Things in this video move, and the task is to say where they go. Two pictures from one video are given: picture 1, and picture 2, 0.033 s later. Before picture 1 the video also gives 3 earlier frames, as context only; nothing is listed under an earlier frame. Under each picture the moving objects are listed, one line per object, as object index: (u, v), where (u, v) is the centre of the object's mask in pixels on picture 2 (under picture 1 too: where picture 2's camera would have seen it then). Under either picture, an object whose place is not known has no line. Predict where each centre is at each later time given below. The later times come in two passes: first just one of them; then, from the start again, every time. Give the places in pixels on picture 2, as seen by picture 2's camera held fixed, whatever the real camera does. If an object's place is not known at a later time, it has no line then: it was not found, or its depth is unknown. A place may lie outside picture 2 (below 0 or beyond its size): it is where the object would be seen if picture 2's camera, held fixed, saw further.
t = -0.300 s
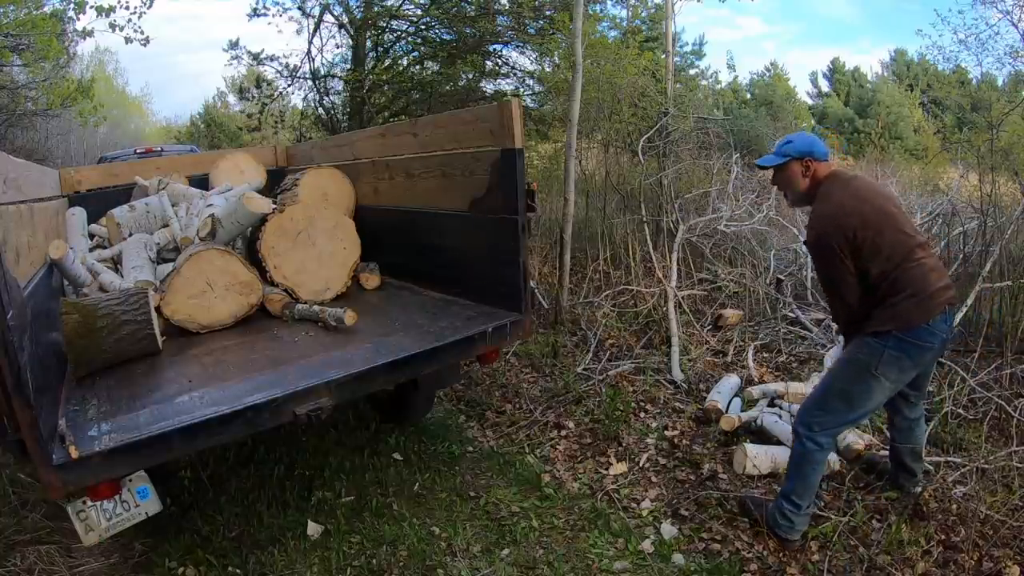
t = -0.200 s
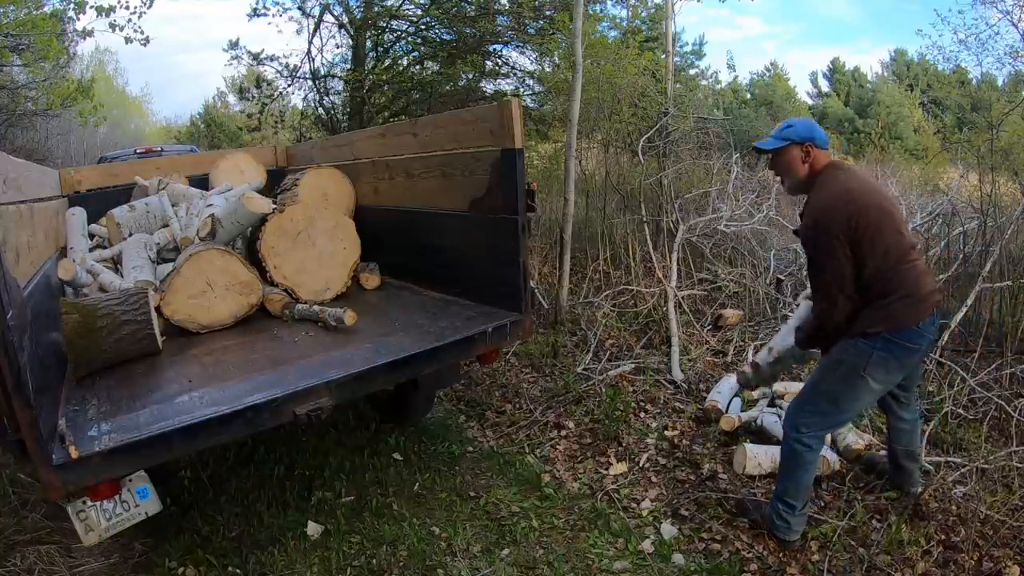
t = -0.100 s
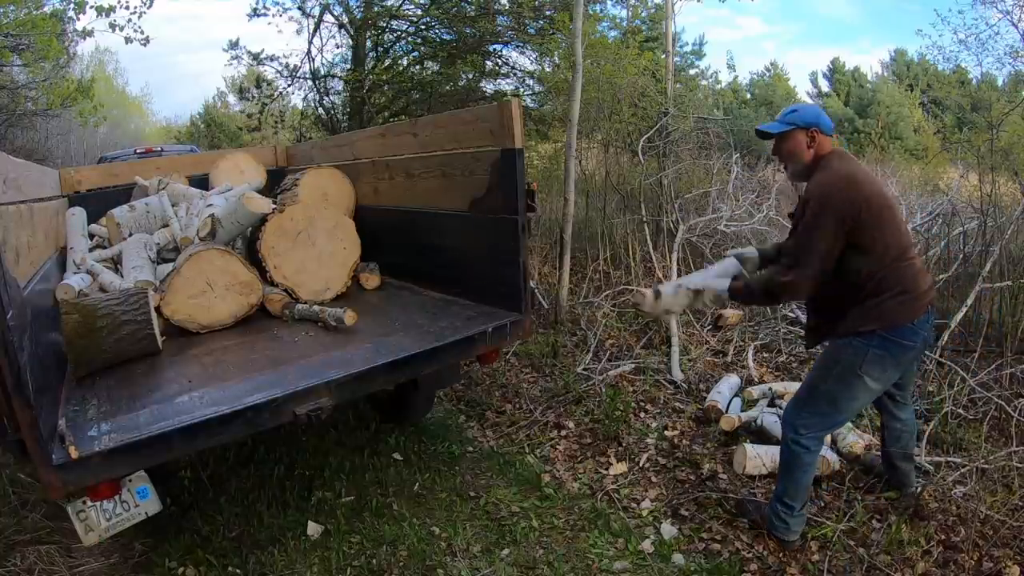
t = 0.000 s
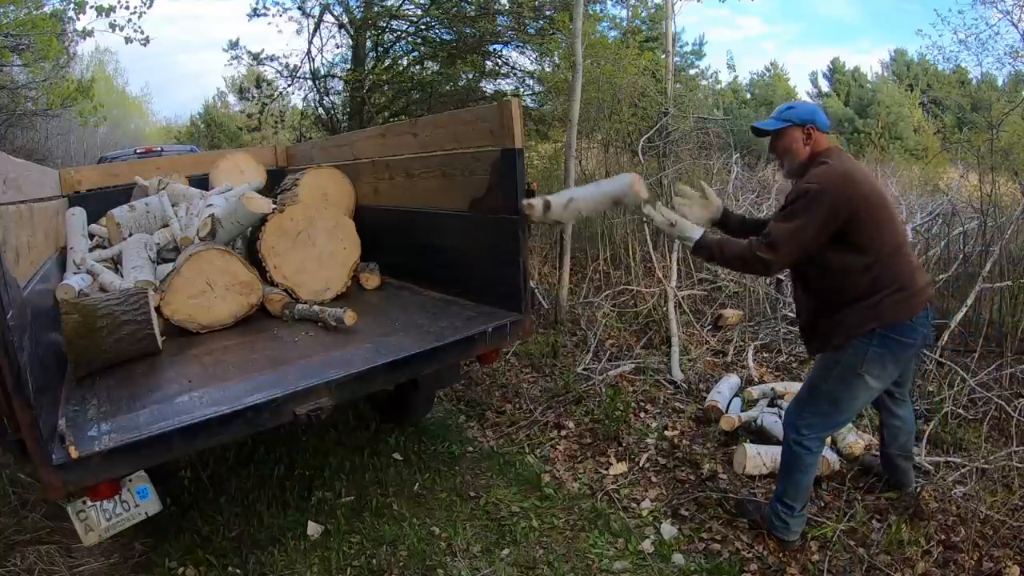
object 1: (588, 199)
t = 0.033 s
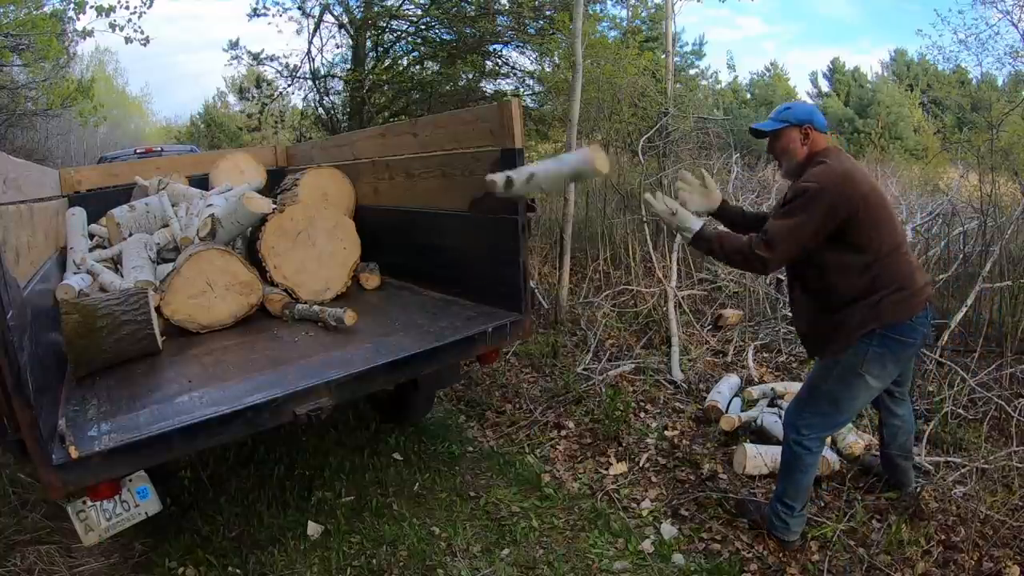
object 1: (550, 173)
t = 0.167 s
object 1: (400, 105)
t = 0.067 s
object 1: (513, 151)
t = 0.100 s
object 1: (474, 131)
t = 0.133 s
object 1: (436, 116)
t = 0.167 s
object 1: (400, 105)
